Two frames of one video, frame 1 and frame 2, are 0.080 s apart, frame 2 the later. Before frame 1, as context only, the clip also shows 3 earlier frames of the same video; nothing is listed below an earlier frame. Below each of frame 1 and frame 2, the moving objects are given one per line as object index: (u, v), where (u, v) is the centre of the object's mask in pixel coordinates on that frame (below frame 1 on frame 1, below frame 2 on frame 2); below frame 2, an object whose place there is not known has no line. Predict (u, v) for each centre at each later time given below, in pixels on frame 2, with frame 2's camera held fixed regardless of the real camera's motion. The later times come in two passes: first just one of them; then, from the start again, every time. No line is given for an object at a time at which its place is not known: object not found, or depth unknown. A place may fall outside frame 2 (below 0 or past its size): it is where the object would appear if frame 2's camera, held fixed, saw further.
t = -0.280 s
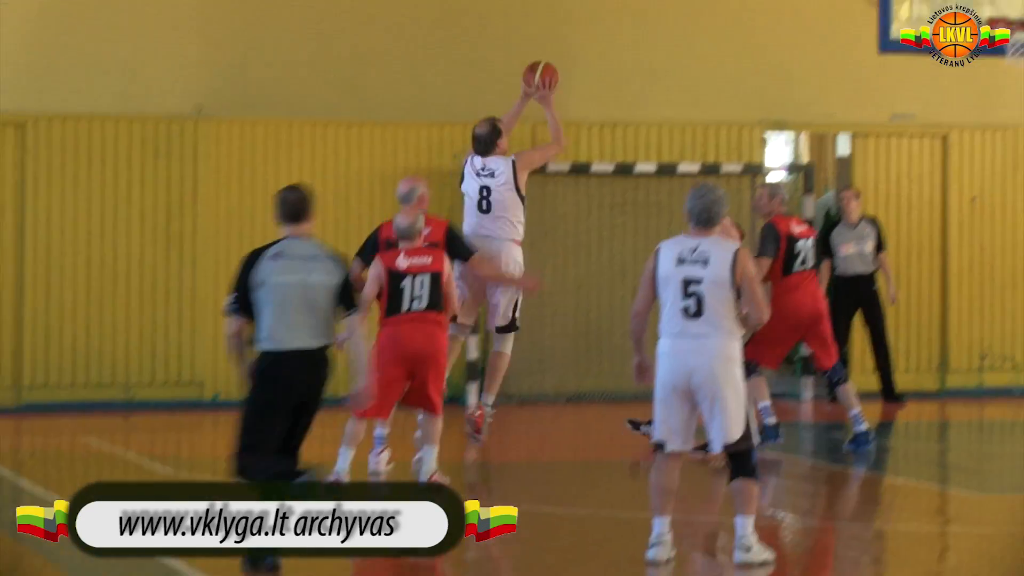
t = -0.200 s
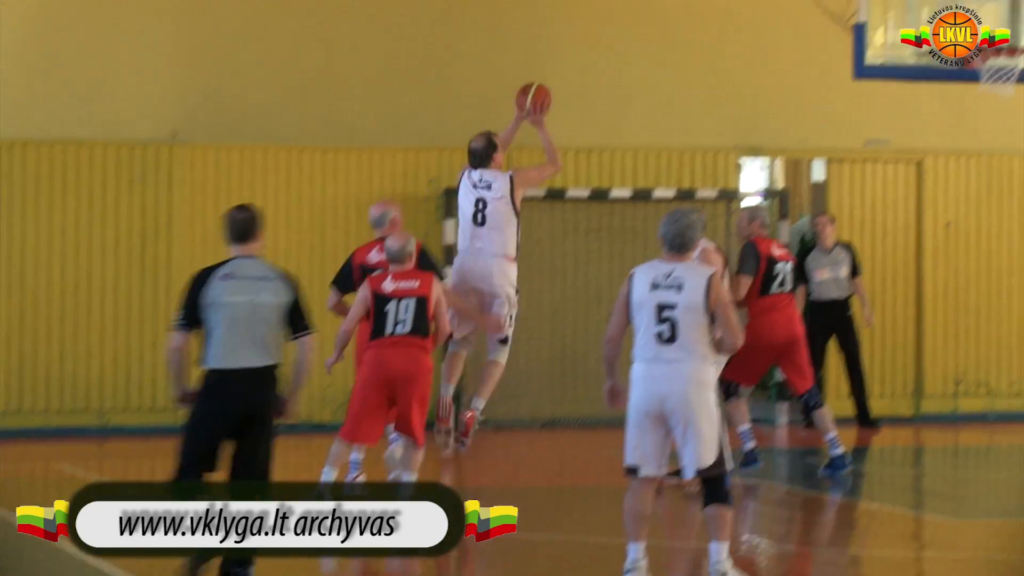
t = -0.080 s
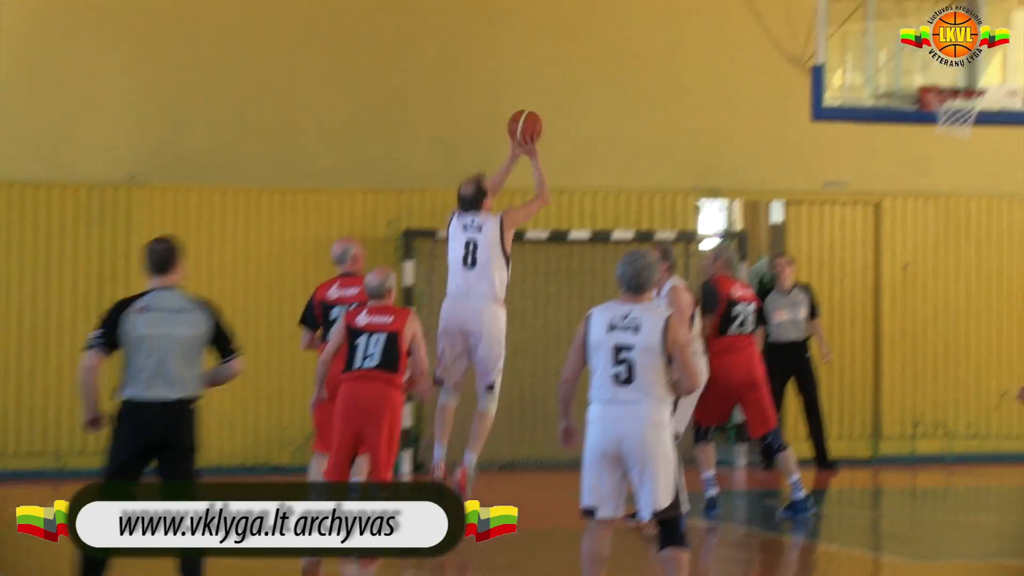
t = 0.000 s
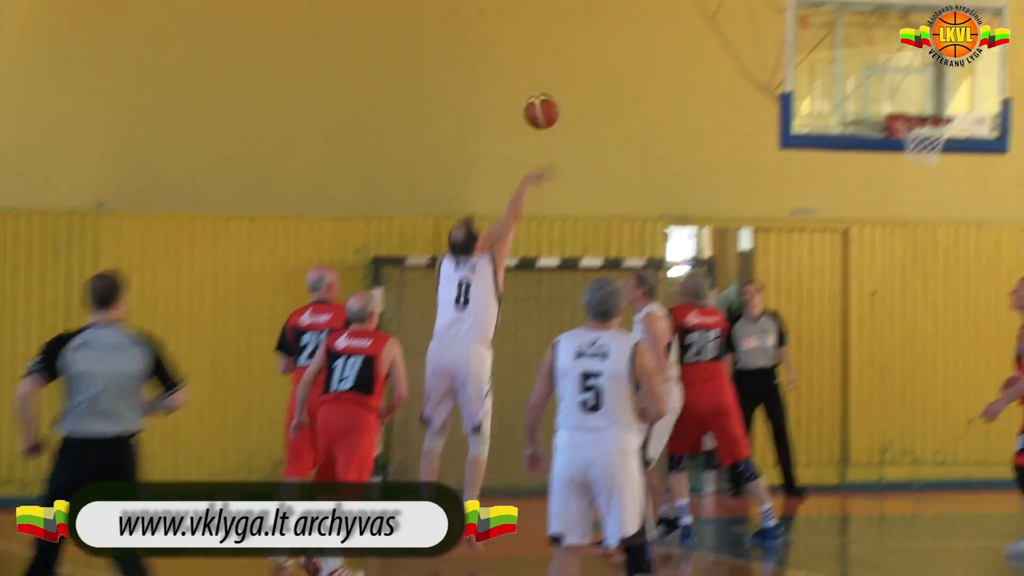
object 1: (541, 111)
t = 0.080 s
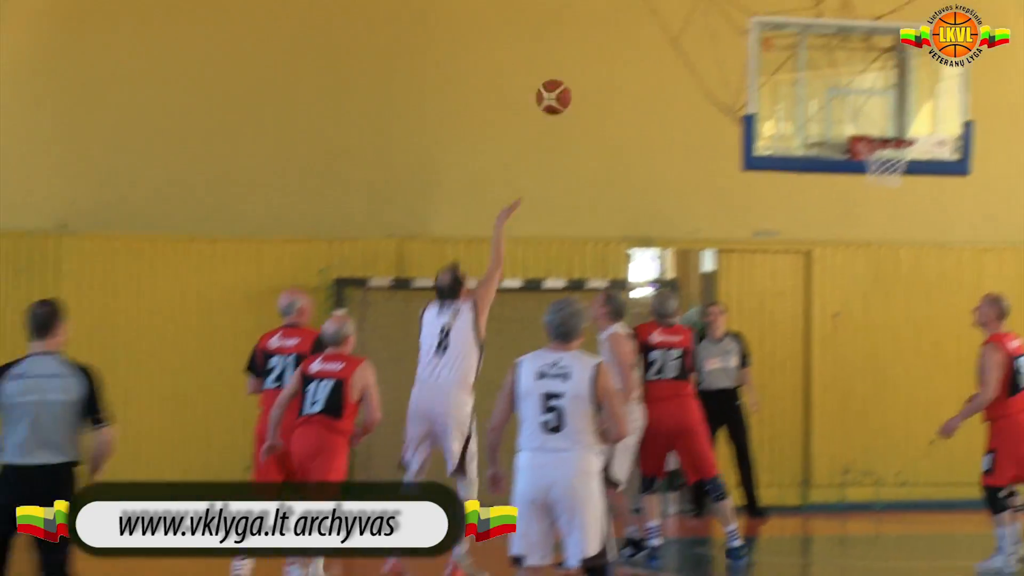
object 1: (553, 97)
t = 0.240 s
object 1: (644, 57)
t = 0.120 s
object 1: (578, 83)
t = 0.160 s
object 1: (600, 72)
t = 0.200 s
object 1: (622, 63)
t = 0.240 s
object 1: (644, 57)
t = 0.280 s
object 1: (666, 53)
